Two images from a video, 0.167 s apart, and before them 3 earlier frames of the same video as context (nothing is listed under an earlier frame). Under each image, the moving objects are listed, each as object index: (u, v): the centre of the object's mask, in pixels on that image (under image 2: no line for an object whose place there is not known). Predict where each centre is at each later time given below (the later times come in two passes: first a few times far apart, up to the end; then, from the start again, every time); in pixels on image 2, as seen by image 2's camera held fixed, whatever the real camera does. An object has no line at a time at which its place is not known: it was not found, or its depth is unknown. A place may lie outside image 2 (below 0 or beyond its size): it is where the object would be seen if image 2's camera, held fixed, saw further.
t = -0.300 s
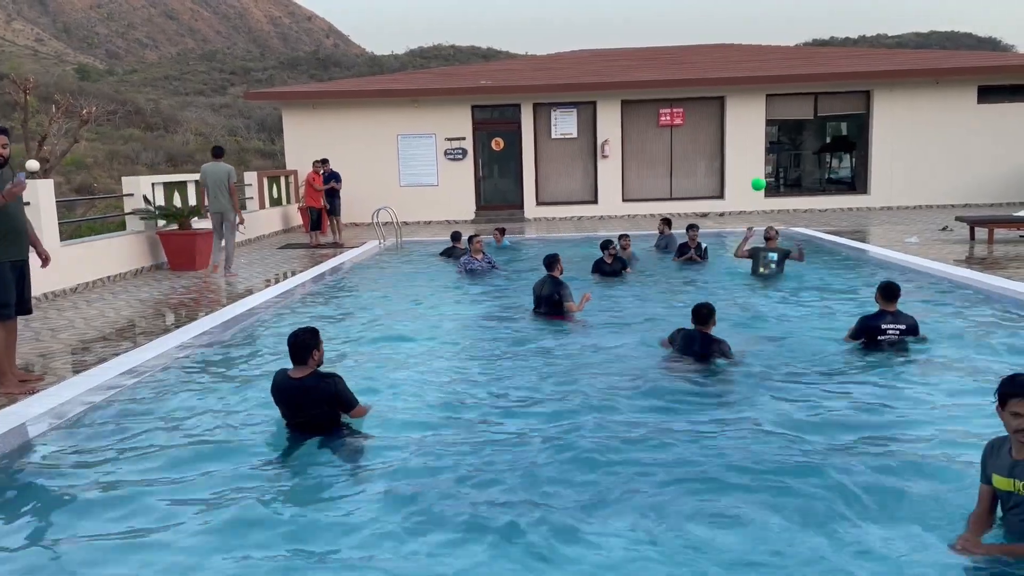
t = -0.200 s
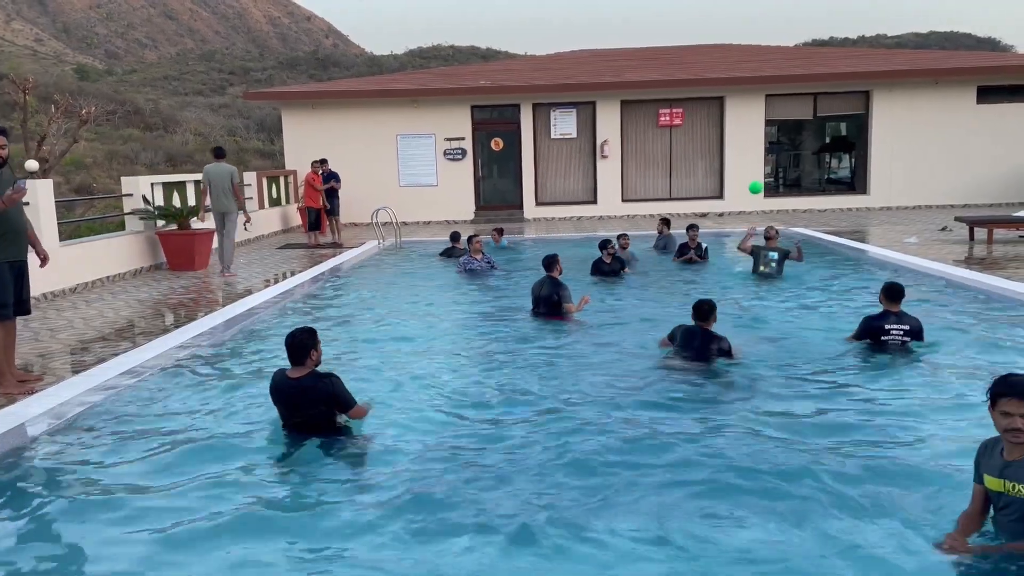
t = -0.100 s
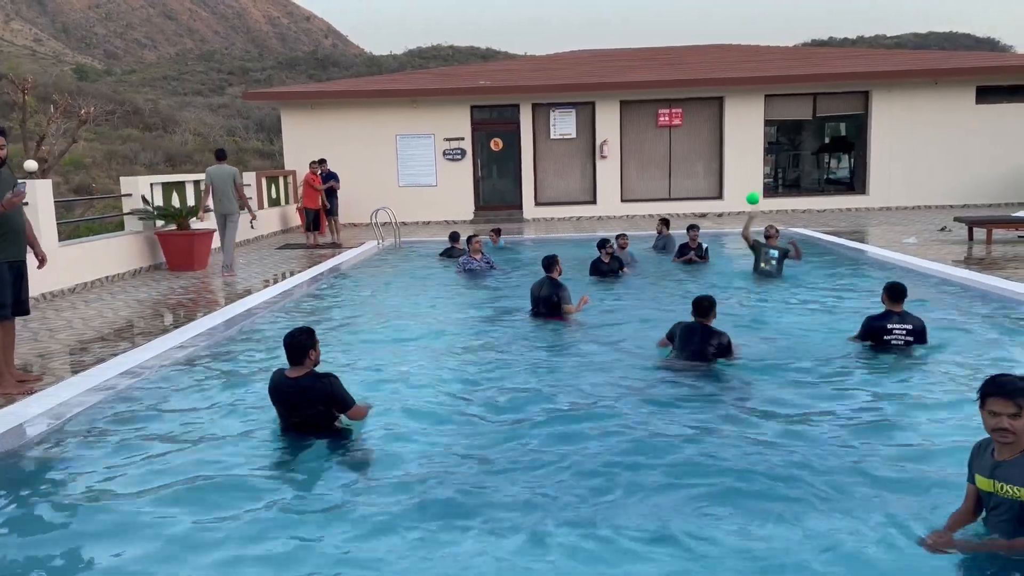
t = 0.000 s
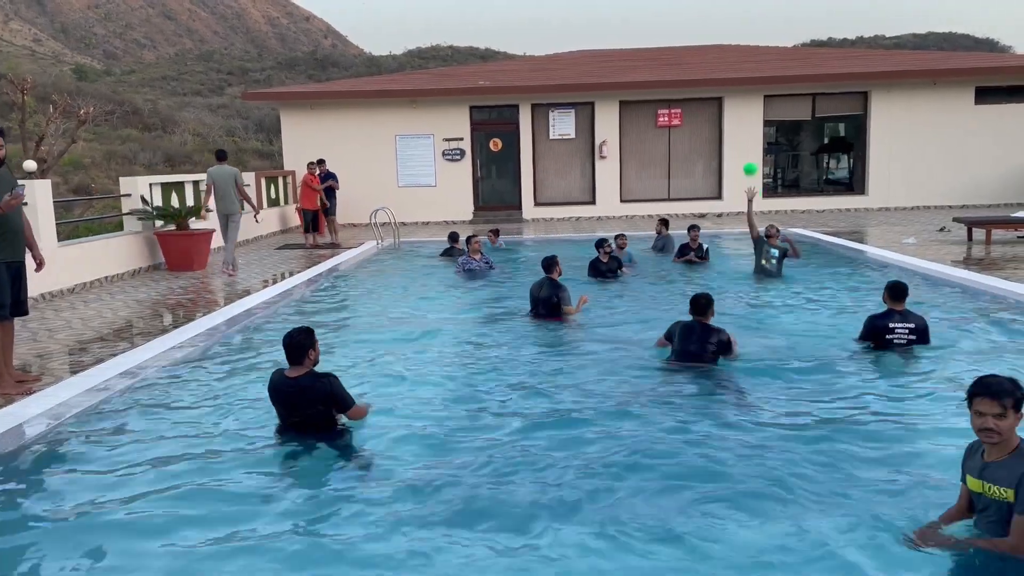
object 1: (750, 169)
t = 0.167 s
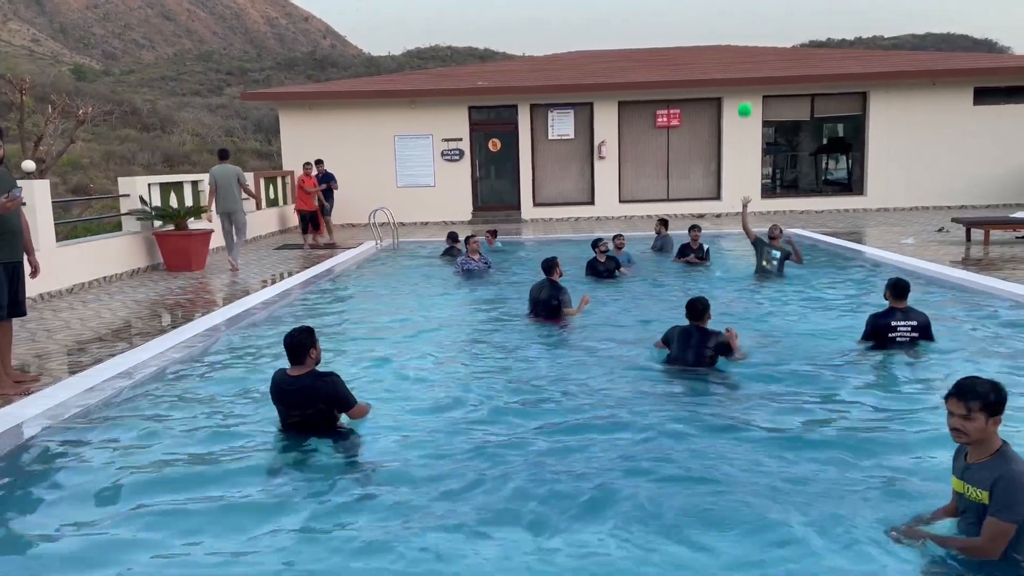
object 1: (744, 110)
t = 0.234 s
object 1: (742, 90)
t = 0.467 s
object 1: (734, 49)
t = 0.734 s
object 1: (722, 67)
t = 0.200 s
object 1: (744, 100)
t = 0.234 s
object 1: (742, 90)
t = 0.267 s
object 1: (741, 82)
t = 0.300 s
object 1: (740, 74)
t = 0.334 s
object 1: (739, 67)
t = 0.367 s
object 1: (738, 61)
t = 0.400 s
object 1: (736, 56)
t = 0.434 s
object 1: (735, 52)
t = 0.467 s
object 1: (734, 49)
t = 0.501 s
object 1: (732, 47)
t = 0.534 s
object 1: (731, 47)
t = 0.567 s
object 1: (730, 47)
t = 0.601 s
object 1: (729, 48)
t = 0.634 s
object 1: (726, 52)
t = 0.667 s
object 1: (725, 55)
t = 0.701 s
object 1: (723, 61)
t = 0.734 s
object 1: (722, 67)
